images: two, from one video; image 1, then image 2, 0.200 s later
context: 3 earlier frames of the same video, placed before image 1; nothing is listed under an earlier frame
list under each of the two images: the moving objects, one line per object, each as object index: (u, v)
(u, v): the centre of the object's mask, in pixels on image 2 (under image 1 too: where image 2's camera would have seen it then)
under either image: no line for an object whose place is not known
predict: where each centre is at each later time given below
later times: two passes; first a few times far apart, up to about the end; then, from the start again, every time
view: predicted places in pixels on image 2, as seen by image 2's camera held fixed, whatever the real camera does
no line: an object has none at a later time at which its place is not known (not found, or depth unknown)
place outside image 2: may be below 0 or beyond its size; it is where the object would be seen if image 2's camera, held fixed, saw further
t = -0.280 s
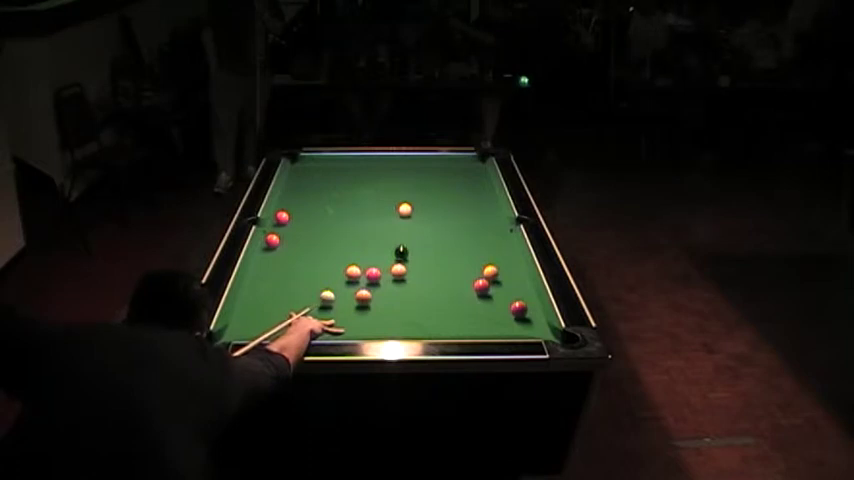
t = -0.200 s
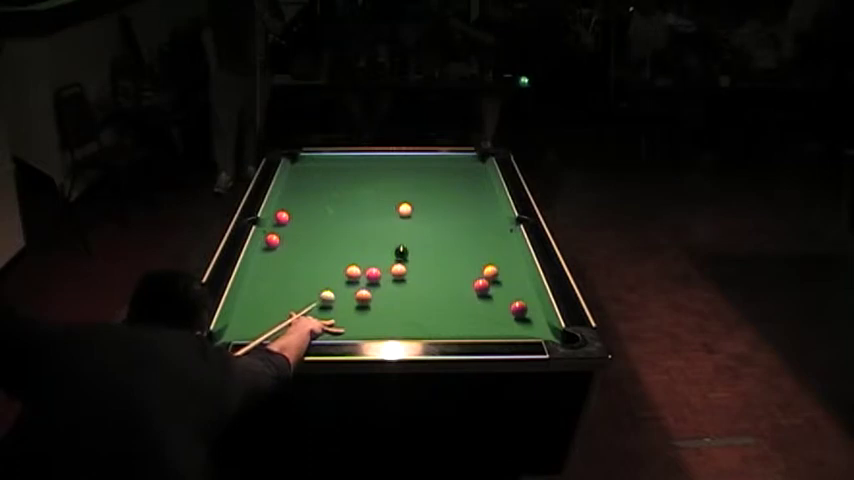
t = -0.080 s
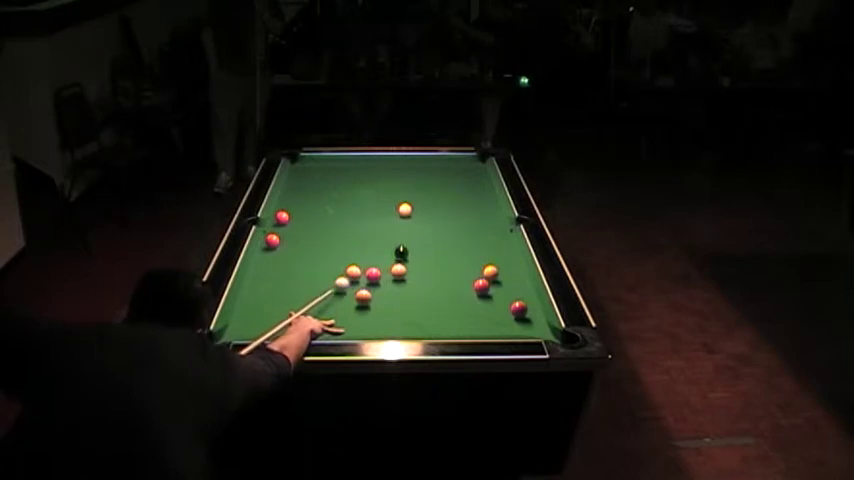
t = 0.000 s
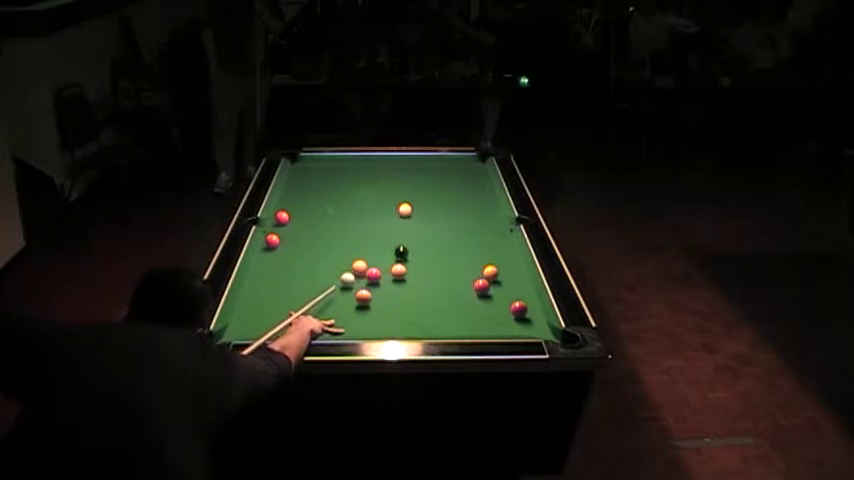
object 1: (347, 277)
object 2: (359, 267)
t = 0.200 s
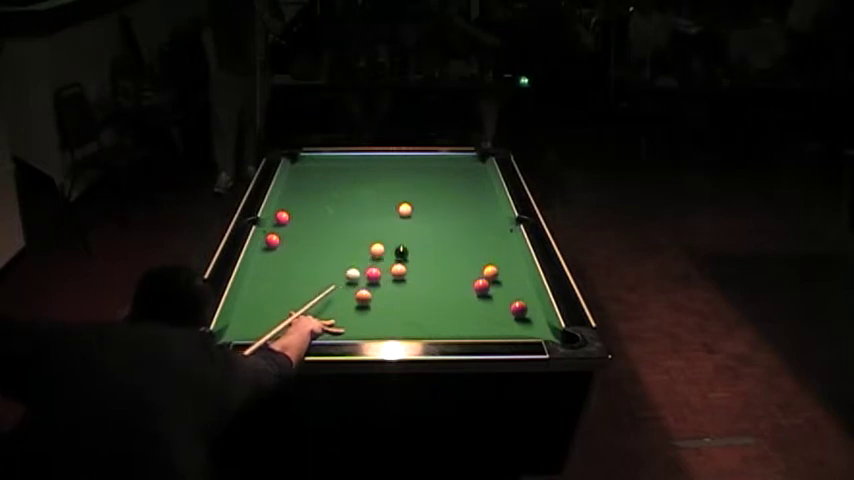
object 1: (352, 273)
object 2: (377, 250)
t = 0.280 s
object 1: (355, 272)
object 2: (383, 244)
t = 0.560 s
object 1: (361, 266)
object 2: (402, 227)
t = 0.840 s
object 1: (366, 262)
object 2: (419, 211)
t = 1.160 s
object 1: (371, 258)
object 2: (436, 196)
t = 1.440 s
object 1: (374, 256)
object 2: (448, 185)
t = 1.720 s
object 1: (377, 254)
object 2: (459, 175)
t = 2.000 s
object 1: (378, 252)
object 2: (469, 166)
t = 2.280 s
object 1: (379, 252)
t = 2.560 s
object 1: (379, 252)
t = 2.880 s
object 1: (379, 251)
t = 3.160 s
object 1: (379, 252)
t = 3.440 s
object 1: (379, 252)
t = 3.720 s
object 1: (379, 252)
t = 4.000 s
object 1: (379, 252)
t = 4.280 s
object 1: (379, 252)
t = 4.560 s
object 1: (379, 252)
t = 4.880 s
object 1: (379, 252)
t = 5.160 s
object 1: (379, 252)
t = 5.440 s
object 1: (379, 252)
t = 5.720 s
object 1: (379, 252)
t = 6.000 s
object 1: (379, 252)
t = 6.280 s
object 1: (379, 252)
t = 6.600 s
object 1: (379, 252)
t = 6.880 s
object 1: (379, 252)
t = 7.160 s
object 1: (379, 252)
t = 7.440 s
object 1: (379, 252)
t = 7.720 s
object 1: (379, 252)
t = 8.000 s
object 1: (379, 252)
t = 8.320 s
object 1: (379, 252)
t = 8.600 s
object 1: (379, 252)
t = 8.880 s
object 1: (379, 252)
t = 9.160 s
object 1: (379, 252)
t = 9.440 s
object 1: (379, 252)
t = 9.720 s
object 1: (379, 252)
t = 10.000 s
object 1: (379, 252)
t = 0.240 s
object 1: (353, 273)
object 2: (380, 247)
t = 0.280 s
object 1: (355, 272)
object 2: (383, 244)
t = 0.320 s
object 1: (356, 271)
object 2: (386, 242)
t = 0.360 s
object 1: (357, 271)
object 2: (389, 239)
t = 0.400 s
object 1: (358, 269)
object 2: (392, 236)
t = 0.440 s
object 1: (359, 269)
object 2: (394, 234)
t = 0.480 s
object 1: (360, 268)
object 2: (397, 231)
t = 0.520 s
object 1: (360, 267)
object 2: (400, 229)
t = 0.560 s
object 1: (361, 266)
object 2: (402, 227)
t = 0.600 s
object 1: (362, 266)
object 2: (405, 224)
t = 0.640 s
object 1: (363, 265)
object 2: (407, 222)
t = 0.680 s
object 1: (364, 264)
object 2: (410, 220)
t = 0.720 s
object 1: (365, 263)
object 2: (413, 218)
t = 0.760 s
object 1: (365, 263)
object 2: (415, 216)
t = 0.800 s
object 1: (366, 262)
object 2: (417, 213)
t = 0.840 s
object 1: (366, 262)
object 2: (419, 211)
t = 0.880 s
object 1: (367, 261)
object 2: (422, 209)
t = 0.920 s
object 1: (368, 261)
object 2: (424, 207)
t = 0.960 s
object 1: (369, 261)
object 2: (426, 206)
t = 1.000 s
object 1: (369, 260)
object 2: (428, 204)
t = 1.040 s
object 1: (370, 259)
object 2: (430, 202)
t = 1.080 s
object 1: (370, 259)
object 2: (432, 200)
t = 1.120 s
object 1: (371, 259)
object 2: (434, 198)
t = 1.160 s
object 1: (371, 258)
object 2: (436, 196)
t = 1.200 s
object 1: (372, 258)
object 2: (438, 194)
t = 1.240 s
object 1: (372, 257)
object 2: (440, 193)
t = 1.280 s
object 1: (373, 257)
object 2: (442, 191)
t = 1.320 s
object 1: (373, 257)
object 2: (444, 189)
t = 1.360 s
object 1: (374, 256)
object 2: (445, 188)
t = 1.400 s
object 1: (374, 256)
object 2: (447, 186)
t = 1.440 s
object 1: (374, 256)
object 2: (448, 185)
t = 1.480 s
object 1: (375, 255)
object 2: (450, 183)
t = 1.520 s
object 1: (375, 255)
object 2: (452, 182)
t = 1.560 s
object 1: (376, 255)
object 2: (453, 180)
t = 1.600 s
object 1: (376, 255)
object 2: (455, 179)
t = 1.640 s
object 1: (376, 254)
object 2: (456, 178)
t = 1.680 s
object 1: (376, 254)
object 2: (458, 176)
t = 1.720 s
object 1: (377, 254)
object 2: (459, 175)
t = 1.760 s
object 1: (377, 253)
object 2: (461, 174)
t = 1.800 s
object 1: (377, 253)
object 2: (462, 172)
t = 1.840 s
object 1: (378, 253)
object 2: (464, 171)
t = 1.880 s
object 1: (378, 253)
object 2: (465, 170)
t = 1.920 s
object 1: (378, 253)
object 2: (466, 168)
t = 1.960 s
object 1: (378, 253)
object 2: (467, 167)
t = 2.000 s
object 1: (378, 252)
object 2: (469, 166)
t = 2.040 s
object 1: (378, 253)
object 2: (470, 165)
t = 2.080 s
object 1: (379, 252)
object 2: (471, 163)
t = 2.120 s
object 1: (379, 252)
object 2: (472, 162)
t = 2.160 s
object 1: (379, 252)
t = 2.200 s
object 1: (379, 252)
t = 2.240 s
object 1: (379, 252)
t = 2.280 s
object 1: (379, 252)
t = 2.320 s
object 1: (379, 252)
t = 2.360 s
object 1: (379, 252)
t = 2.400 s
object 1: (379, 252)
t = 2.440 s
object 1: (379, 252)
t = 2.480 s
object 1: (379, 252)
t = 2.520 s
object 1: (379, 252)
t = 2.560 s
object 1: (379, 252)
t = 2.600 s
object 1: (379, 251)
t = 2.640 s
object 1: (379, 251)
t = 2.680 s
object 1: (379, 251)
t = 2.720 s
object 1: (379, 251)
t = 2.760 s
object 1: (379, 251)
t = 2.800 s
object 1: (379, 251)
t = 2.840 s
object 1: (379, 251)
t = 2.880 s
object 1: (379, 251)
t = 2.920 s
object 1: (379, 251)
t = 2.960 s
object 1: (379, 252)
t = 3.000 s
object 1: (379, 251)
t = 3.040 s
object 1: (379, 252)
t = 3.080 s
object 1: (379, 251)
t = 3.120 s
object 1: (379, 251)
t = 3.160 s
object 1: (379, 252)
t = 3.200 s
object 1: (379, 252)
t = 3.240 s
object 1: (379, 252)
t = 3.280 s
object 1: (379, 252)
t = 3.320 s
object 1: (379, 252)
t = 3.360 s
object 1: (379, 252)
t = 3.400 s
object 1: (379, 252)
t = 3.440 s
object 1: (379, 252)
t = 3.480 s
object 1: (379, 252)
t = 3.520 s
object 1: (379, 252)
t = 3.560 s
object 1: (379, 252)
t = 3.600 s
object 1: (379, 252)
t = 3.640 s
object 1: (379, 252)
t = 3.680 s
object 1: (379, 252)
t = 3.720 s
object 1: (379, 252)
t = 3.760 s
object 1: (379, 252)
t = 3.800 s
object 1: (379, 252)
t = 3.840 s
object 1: (379, 252)
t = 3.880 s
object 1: (379, 251)
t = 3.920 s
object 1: (379, 252)
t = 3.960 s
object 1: (379, 252)
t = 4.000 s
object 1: (379, 252)
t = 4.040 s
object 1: (379, 252)
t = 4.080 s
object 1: (379, 252)
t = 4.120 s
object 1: (379, 252)
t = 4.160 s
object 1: (379, 252)
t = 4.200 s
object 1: (379, 252)
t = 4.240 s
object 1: (379, 252)
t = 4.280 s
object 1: (379, 252)
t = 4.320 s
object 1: (379, 252)
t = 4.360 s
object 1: (379, 252)
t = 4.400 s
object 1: (379, 252)
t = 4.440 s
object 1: (379, 252)
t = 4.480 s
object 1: (379, 252)
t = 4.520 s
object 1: (379, 252)
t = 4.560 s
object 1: (379, 252)
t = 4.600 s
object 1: (379, 252)
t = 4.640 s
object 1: (379, 252)
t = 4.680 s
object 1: (379, 252)
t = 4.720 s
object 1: (379, 252)
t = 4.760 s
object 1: (379, 252)
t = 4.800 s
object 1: (379, 252)
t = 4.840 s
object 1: (379, 252)
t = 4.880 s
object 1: (379, 252)
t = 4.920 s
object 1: (379, 252)
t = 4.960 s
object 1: (379, 252)
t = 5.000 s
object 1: (379, 252)
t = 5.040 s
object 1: (379, 252)
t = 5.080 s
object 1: (379, 252)
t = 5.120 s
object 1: (379, 252)
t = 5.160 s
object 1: (379, 252)
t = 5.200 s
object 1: (379, 252)
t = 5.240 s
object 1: (379, 252)
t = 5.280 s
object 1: (379, 252)
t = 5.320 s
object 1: (379, 252)
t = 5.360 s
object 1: (379, 252)
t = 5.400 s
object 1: (379, 252)
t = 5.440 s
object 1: (379, 252)
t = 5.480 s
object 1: (379, 252)
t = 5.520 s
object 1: (379, 252)
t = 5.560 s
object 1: (379, 252)
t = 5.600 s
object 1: (379, 252)
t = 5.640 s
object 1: (379, 252)
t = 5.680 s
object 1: (379, 252)
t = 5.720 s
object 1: (379, 252)
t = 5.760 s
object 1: (379, 252)
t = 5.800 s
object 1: (379, 252)
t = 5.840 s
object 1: (379, 252)
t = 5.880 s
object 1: (379, 252)
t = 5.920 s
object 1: (379, 252)
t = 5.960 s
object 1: (379, 252)
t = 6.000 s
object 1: (379, 252)
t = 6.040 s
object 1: (379, 252)
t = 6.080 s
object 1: (379, 252)
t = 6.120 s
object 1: (379, 252)
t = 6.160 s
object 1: (379, 252)
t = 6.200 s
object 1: (379, 252)
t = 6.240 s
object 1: (379, 252)
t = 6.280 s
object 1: (379, 252)
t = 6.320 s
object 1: (379, 252)
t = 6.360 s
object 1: (379, 252)
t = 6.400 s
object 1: (379, 252)
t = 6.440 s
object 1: (379, 252)
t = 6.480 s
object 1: (379, 252)
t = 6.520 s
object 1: (379, 252)
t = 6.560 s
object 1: (379, 252)
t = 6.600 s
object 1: (379, 252)
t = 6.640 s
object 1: (379, 252)
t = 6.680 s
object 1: (379, 252)
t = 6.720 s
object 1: (379, 252)
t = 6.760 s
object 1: (379, 252)
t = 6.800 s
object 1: (379, 252)
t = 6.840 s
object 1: (379, 252)
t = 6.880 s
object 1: (379, 252)
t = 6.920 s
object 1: (379, 252)
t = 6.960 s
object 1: (379, 252)
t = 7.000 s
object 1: (379, 252)
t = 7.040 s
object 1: (379, 252)
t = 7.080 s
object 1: (379, 252)
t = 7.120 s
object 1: (379, 252)
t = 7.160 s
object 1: (379, 252)
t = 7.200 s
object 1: (379, 252)
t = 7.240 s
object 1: (379, 252)
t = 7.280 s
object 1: (379, 252)
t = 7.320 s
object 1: (379, 252)
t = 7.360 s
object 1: (379, 252)
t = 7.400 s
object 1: (379, 252)
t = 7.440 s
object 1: (379, 252)
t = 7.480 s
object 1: (379, 252)
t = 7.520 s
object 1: (379, 252)
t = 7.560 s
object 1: (379, 252)
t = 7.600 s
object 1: (379, 252)
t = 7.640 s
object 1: (379, 252)
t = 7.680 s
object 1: (379, 252)
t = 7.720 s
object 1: (379, 252)
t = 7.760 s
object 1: (379, 252)
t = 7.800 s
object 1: (379, 252)
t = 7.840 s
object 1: (379, 252)
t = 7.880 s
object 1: (379, 252)
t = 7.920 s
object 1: (379, 252)
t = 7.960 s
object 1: (379, 252)
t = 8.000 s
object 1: (379, 252)
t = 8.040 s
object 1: (379, 252)
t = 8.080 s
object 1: (379, 252)
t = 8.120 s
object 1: (379, 252)
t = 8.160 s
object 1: (379, 252)
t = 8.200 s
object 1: (379, 252)
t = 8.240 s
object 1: (379, 252)
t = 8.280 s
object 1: (379, 252)
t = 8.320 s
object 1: (379, 252)
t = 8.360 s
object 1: (379, 252)
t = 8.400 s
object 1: (379, 252)
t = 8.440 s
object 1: (379, 252)
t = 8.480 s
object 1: (379, 252)
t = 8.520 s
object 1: (379, 252)
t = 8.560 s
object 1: (379, 252)
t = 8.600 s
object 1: (379, 252)
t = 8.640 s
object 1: (379, 252)
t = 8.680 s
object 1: (379, 252)
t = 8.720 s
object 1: (379, 252)
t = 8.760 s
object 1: (379, 252)
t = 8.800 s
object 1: (379, 252)
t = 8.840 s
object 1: (379, 252)
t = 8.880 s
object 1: (379, 252)
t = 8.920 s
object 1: (379, 252)
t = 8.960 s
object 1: (379, 252)
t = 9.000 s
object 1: (379, 252)
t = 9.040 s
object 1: (379, 252)
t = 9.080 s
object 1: (379, 252)
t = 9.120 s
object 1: (379, 252)
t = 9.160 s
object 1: (379, 252)
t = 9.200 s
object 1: (379, 252)
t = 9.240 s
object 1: (379, 252)
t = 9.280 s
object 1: (379, 252)
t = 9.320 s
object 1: (379, 252)
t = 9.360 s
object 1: (379, 252)
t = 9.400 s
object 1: (379, 252)
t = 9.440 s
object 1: (379, 252)
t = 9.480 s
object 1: (379, 252)
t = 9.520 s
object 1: (379, 252)
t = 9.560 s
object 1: (379, 252)
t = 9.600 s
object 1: (379, 252)
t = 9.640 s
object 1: (379, 252)
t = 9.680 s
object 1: (379, 252)
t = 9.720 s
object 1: (379, 252)
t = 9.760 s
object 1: (379, 252)
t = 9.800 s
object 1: (379, 252)
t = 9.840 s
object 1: (379, 252)
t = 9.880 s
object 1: (379, 252)
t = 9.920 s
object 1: (379, 252)
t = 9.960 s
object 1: (379, 252)
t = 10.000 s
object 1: (379, 252)
